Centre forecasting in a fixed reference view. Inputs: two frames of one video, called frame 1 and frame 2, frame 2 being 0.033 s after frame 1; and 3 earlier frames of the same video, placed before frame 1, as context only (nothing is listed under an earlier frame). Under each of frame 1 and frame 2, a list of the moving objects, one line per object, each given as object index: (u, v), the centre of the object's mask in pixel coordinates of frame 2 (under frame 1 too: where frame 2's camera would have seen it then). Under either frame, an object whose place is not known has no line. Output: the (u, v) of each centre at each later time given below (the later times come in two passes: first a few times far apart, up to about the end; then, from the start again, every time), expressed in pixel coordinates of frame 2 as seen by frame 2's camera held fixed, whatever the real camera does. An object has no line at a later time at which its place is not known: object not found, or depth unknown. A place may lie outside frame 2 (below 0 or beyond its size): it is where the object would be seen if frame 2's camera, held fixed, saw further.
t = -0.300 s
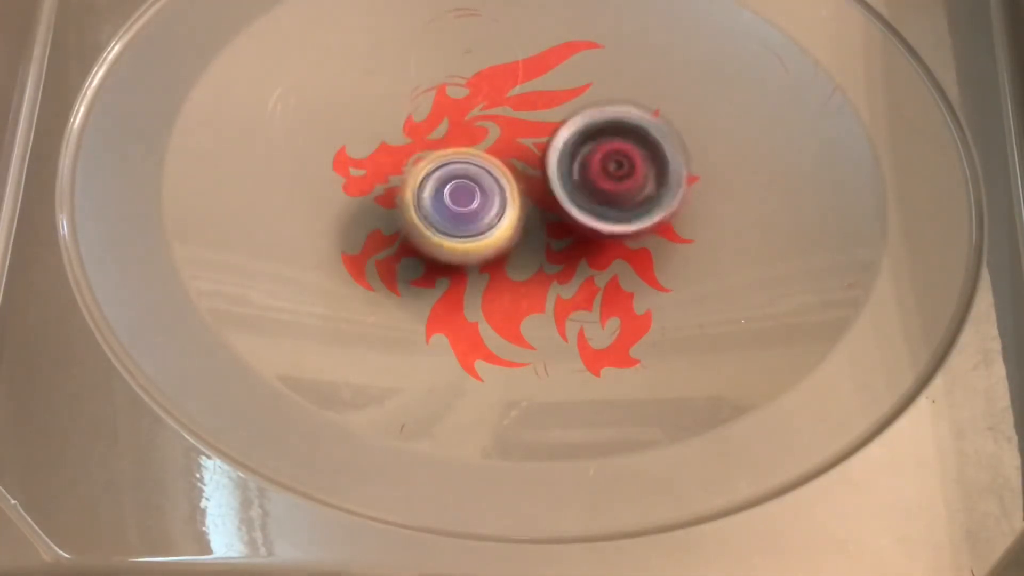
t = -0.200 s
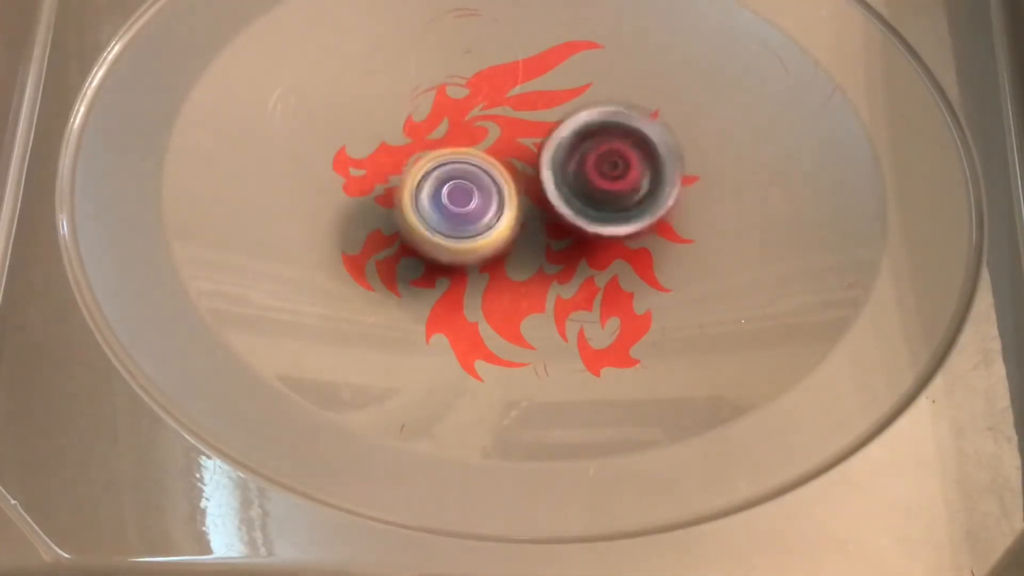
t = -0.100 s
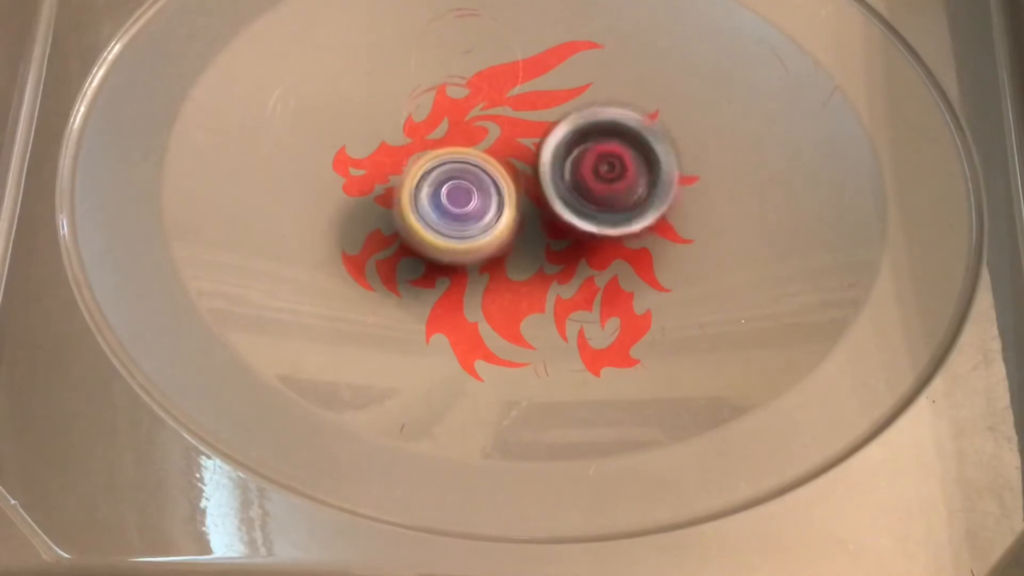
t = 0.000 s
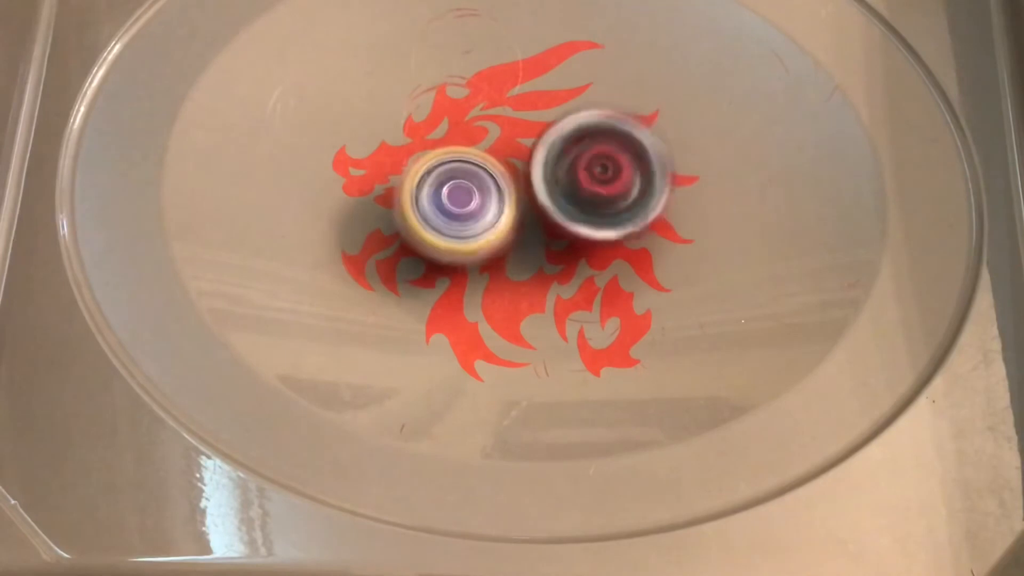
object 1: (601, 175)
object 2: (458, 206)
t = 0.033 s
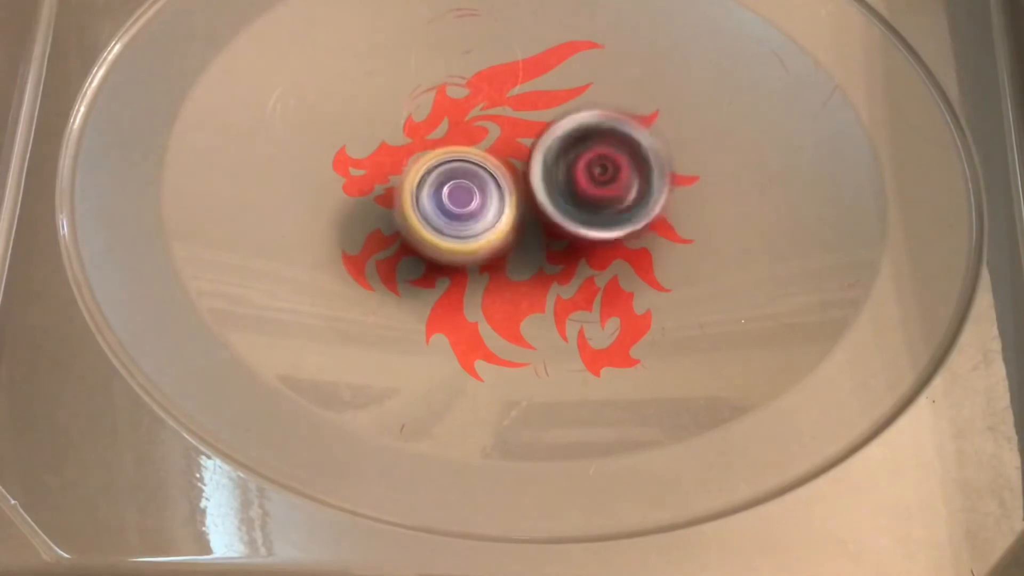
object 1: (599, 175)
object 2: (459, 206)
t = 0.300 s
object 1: (695, 181)
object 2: (374, 208)
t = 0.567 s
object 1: (700, 193)
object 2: (378, 205)
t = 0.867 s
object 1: (610, 199)
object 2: (452, 196)
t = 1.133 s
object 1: (647, 203)
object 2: (437, 185)
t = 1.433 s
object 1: (636, 212)
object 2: (453, 187)
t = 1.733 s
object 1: (656, 208)
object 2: (432, 178)
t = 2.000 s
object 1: (647, 219)
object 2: (407, 166)
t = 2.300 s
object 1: (599, 208)
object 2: (439, 156)
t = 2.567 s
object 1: (610, 233)
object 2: (449, 147)
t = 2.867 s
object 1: (645, 255)
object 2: (457, 153)
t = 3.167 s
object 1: (606, 210)
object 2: (467, 173)
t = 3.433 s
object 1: (614, 177)
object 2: (428, 170)
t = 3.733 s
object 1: (575, 159)
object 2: (423, 160)
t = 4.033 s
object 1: (630, 167)
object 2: (381, 154)
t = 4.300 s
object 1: (666, 163)
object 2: (388, 159)
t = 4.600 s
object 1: (629, 161)
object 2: (442, 192)
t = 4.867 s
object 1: (641, 147)
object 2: (388, 253)
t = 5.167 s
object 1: (646, 150)
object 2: (373, 272)
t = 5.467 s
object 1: (594, 168)
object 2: (458, 241)
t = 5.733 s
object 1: (618, 142)
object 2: (477, 279)
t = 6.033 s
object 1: (603, 136)
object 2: (518, 307)
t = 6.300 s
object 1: (577, 148)
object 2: (544, 293)
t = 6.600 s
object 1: (563, 143)
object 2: (561, 292)
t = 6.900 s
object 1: (541, 143)
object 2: (579, 280)
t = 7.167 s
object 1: (515, 149)
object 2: (596, 276)
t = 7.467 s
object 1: (485, 149)
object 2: (610, 274)
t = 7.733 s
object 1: (476, 153)
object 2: (614, 258)
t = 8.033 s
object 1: (472, 162)
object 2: (631, 238)
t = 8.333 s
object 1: (454, 156)
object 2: (658, 234)
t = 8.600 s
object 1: (461, 162)
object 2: (636, 217)
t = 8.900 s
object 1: (456, 151)
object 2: (649, 180)
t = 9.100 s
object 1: (429, 149)
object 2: (672, 169)
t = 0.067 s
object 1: (599, 176)
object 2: (459, 205)
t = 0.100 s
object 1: (615, 174)
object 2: (439, 206)
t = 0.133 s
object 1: (641, 172)
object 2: (415, 205)
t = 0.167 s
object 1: (657, 171)
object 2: (399, 205)
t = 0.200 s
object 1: (666, 173)
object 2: (391, 204)
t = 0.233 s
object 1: (677, 177)
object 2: (385, 206)
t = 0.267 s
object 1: (686, 179)
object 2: (379, 207)
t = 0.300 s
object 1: (695, 181)
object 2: (374, 208)
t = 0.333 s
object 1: (701, 183)
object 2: (371, 208)
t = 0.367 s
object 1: (704, 184)
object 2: (367, 208)
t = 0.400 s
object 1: (706, 186)
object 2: (366, 208)
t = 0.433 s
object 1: (708, 187)
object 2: (366, 209)
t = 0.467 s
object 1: (707, 190)
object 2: (367, 209)
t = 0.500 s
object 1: (705, 192)
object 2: (370, 208)
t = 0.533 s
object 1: (703, 192)
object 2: (373, 207)
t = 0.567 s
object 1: (700, 193)
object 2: (378, 205)
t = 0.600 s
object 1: (696, 194)
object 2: (382, 204)
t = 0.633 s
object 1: (688, 197)
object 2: (389, 203)
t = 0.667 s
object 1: (677, 198)
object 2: (394, 202)
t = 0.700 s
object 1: (668, 198)
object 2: (402, 202)
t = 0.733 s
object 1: (658, 200)
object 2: (410, 201)
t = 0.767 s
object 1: (646, 203)
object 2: (421, 200)
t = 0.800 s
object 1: (634, 204)
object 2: (430, 198)
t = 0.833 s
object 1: (623, 200)
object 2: (441, 197)
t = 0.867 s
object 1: (610, 199)
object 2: (452, 196)
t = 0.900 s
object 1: (600, 200)
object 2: (459, 196)
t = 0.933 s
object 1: (600, 201)
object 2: (457, 193)
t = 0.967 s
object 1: (617, 200)
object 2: (442, 189)
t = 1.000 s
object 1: (631, 199)
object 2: (437, 186)
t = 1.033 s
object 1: (638, 200)
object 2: (437, 186)
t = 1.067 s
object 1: (641, 203)
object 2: (437, 186)
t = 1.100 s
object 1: (644, 203)
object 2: (437, 186)
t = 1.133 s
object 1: (647, 203)
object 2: (437, 185)
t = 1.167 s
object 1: (650, 205)
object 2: (437, 185)
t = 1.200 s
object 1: (649, 208)
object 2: (437, 184)
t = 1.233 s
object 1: (646, 210)
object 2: (437, 185)
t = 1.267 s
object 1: (645, 210)
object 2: (439, 185)
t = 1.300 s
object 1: (645, 212)
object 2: (441, 185)
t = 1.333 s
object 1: (641, 215)
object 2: (445, 186)
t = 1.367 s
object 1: (638, 214)
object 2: (447, 185)
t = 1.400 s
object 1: (637, 213)
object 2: (449, 185)
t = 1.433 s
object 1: (636, 212)
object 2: (453, 187)
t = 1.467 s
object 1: (634, 211)
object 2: (456, 187)
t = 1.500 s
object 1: (630, 209)
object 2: (459, 188)
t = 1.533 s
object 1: (626, 205)
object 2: (463, 188)
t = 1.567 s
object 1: (625, 205)
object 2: (466, 188)
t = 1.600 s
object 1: (619, 205)
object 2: (468, 189)
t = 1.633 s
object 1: (615, 203)
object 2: (468, 190)
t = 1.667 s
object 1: (635, 204)
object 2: (453, 187)
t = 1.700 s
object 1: (651, 205)
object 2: (437, 181)
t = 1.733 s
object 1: (656, 208)
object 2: (432, 178)
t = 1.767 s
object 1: (657, 210)
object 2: (427, 177)
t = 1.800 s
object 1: (658, 211)
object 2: (423, 175)
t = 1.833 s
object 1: (660, 214)
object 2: (417, 171)
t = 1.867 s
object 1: (657, 216)
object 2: (414, 169)
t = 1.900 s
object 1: (654, 216)
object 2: (413, 170)
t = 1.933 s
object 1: (654, 216)
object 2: (410, 168)
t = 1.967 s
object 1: (651, 219)
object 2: (409, 166)
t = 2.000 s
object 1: (647, 219)
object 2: (407, 166)
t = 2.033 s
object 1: (642, 219)
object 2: (408, 166)
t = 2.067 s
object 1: (639, 219)
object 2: (410, 165)
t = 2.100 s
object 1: (634, 220)
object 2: (413, 163)
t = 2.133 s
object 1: (628, 218)
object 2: (416, 163)
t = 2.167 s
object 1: (624, 215)
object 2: (419, 162)
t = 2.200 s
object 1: (619, 213)
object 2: (424, 161)
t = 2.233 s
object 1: (610, 212)
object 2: (429, 159)
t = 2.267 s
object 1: (603, 209)
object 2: (435, 158)
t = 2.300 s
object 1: (599, 208)
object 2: (439, 156)
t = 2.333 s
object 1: (590, 208)
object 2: (443, 157)
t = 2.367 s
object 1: (580, 208)
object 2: (452, 160)
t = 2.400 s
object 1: (580, 208)
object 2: (454, 158)
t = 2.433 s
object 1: (581, 211)
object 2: (458, 155)
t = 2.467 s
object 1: (582, 213)
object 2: (458, 156)
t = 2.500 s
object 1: (595, 220)
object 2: (450, 149)
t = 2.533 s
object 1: (603, 228)
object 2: (450, 147)
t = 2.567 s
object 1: (610, 233)
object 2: (449, 147)
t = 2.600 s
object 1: (617, 238)
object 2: (450, 147)
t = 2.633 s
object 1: (628, 242)
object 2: (449, 147)
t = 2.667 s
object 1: (632, 247)
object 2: (449, 148)
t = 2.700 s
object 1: (637, 250)
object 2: (450, 148)
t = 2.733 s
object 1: (643, 253)
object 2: (452, 148)
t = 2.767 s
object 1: (645, 257)
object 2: (453, 149)
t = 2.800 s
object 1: (645, 256)
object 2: (453, 150)
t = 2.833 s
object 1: (646, 256)
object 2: (455, 152)
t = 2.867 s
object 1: (645, 255)
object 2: (457, 153)
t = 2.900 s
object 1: (642, 254)
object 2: (458, 154)
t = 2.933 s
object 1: (640, 251)
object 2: (458, 155)
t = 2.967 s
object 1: (638, 250)
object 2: (459, 158)
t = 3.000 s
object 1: (632, 247)
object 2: (461, 159)
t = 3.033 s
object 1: (629, 240)
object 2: (463, 161)
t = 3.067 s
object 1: (623, 237)
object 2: (463, 163)
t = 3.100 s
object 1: (618, 229)
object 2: (466, 168)
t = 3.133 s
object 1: (611, 219)
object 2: (467, 171)
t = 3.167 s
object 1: (606, 210)
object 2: (467, 173)
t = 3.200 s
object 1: (609, 204)
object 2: (458, 172)
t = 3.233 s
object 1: (615, 199)
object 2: (449, 170)
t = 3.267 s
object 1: (616, 198)
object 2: (446, 170)
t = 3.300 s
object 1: (615, 193)
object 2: (442, 170)
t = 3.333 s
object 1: (617, 189)
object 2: (437, 170)
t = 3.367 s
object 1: (617, 187)
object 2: (434, 171)
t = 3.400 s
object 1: (614, 182)
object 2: (430, 171)
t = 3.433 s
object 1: (614, 177)
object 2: (428, 170)
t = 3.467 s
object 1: (611, 176)
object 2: (426, 169)
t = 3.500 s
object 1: (607, 171)
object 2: (424, 168)
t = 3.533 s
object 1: (605, 168)
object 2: (423, 168)
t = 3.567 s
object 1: (600, 166)
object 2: (423, 167)
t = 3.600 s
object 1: (594, 163)
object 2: (422, 164)
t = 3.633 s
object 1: (592, 162)
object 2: (421, 164)
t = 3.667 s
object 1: (585, 162)
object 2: (421, 163)
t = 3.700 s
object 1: (579, 159)
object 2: (422, 162)
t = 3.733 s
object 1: (575, 159)
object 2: (423, 160)
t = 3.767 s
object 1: (566, 161)
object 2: (423, 161)
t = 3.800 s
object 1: (563, 159)
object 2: (425, 161)
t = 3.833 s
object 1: (563, 158)
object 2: (423, 159)
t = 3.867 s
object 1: (563, 160)
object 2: (421, 157)
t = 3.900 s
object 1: (585, 161)
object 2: (403, 154)
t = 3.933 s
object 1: (602, 163)
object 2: (396, 151)
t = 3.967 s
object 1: (610, 164)
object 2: (389, 151)
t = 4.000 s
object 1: (619, 165)
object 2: (384, 152)
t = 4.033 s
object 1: (630, 167)
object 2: (381, 154)
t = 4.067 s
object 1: (637, 165)
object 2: (379, 153)
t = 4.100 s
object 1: (644, 164)
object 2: (376, 154)
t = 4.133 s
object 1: (649, 165)
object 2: (376, 155)
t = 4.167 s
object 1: (657, 164)
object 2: (376, 155)
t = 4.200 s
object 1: (662, 165)
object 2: (377, 155)
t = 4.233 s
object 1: (664, 162)
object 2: (379, 157)
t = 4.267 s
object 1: (669, 164)
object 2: (381, 159)
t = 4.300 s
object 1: (666, 163)
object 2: (388, 159)
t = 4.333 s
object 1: (668, 161)
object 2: (389, 162)
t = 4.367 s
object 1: (666, 162)
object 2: (397, 166)
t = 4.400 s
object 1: (662, 161)
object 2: (403, 168)
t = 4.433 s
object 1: (660, 161)
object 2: (407, 171)
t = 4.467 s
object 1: (653, 162)
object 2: (416, 176)
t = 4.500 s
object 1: (649, 160)
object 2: (423, 178)
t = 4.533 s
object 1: (642, 163)
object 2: (429, 180)
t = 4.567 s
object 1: (634, 161)
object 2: (436, 187)
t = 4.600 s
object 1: (629, 161)
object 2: (442, 192)
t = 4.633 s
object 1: (617, 162)
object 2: (449, 196)
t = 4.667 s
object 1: (607, 161)
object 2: (454, 201)
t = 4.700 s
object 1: (597, 166)
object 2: (460, 208)
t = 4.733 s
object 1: (603, 158)
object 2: (447, 215)
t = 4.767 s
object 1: (620, 154)
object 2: (422, 227)
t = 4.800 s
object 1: (629, 150)
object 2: (405, 236)
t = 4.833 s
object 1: (637, 148)
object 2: (396, 245)
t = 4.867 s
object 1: (641, 147)
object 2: (388, 253)
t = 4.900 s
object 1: (644, 144)
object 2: (384, 260)
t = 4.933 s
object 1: (648, 145)
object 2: (380, 264)
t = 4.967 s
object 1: (649, 144)
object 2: (374, 269)
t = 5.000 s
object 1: (653, 144)
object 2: (372, 272)
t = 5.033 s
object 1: (651, 145)
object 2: (372, 273)
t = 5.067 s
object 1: (651, 145)
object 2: (368, 274)
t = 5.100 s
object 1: (652, 148)
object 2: (370, 274)
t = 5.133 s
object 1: (647, 147)
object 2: (371, 273)
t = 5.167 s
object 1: (646, 150)
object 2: (373, 272)
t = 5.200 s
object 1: (640, 152)
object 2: (379, 270)
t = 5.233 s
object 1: (637, 150)
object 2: (382, 266)
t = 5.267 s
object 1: (631, 152)
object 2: (391, 264)
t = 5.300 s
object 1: (625, 152)
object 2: (402, 261)
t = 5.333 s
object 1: (619, 155)
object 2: (409, 257)
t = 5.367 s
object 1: (612, 157)
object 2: (421, 254)
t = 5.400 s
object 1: (609, 160)
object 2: (435, 250)
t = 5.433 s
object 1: (601, 165)
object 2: (444, 245)
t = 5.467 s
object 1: (594, 168)
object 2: (458, 241)
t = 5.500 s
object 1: (595, 170)
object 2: (466, 242)
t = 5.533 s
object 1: (605, 158)
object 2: (460, 252)
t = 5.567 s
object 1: (611, 151)
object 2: (458, 256)
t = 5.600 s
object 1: (612, 147)
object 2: (462, 259)
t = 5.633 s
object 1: (616, 149)
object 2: (467, 265)
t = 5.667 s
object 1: (617, 143)
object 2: (472, 270)
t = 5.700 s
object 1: (618, 144)
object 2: (472, 274)
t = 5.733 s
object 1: (618, 142)
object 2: (477, 279)
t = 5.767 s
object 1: (620, 140)
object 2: (481, 285)
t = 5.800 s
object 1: (616, 138)
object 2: (484, 289)
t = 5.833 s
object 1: (618, 137)
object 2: (492, 296)
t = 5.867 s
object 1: (614, 136)
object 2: (496, 299)
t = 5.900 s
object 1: (614, 135)
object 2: (499, 303)
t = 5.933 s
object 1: (609, 135)
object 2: (504, 304)
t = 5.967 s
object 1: (609, 134)
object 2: (508, 305)
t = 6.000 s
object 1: (603, 136)
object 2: (514, 307)
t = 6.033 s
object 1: (603, 136)
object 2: (518, 307)
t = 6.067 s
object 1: (597, 138)
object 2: (520, 305)
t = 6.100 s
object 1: (595, 138)
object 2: (527, 304)
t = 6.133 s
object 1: (590, 143)
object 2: (532, 302)
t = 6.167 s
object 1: (590, 143)
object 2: (534, 300)
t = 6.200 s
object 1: (585, 149)
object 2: (541, 295)
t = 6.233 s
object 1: (583, 151)
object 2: (545, 289)
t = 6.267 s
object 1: (580, 156)
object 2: (545, 290)
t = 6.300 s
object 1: (577, 148)
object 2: (544, 293)
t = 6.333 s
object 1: (575, 149)
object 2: (543, 291)
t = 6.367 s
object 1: (575, 149)
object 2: (549, 290)
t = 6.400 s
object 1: (577, 149)
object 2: (551, 290)
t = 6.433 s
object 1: (573, 147)
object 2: (550, 289)
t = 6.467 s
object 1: (572, 150)
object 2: (556, 287)
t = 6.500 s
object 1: (571, 150)
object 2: (556, 287)
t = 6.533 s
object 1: (571, 145)
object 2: (557, 290)
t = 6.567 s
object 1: (566, 141)
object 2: (558, 292)
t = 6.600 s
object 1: (563, 143)
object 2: (561, 292)
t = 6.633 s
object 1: (565, 139)
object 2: (564, 291)
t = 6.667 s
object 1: (560, 139)
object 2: (567, 290)
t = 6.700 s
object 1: (559, 138)
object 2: (570, 289)
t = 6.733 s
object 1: (554, 138)
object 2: (573, 287)
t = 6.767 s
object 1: (553, 136)
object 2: (574, 286)
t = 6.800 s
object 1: (547, 139)
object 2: (576, 284)
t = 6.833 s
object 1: (547, 140)
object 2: (578, 282)
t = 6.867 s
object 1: (542, 141)
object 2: (578, 280)
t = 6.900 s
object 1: (541, 143)
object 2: (579, 280)
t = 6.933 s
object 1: (537, 144)
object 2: (579, 280)
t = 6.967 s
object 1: (529, 140)
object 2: (581, 283)
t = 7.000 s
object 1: (524, 147)
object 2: (584, 281)
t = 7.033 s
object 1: (526, 146)
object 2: (587, 281)
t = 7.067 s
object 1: (520, 144)
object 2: (591, 281)
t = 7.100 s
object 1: (518, 147)
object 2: (591, 280)
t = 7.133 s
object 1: (515, 149)
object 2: (595, 277)
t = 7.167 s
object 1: (515, 149)
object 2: (596, 276)
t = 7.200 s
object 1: (510, 152)
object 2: (597, 275)
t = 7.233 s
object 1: (512, 155)
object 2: (597, 271)
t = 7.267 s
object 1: (509, 156)
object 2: (599, 271)
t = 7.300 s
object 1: (509, 159)
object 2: (600, 271)
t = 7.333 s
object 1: (504, 156)
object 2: (599, 273)
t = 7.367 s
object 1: (498, 153)
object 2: (603, 278)
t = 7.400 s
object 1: (492, 153)
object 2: (603, 276)
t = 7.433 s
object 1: (493, 152)
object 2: (608, 275)
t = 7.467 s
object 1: (485, 149)
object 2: (610, 274)
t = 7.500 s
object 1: (486, 150)
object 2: (611, 275)
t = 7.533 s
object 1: (482, 149)
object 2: (613, 271)
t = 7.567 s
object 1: (481, 150)
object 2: (613, 270)
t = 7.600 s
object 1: (478, 150)
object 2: (615, 268)
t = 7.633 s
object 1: (480, 152)
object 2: (613, 264)
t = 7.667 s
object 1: (476, 150)
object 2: (615, 262)
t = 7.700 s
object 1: (477, 155)
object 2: (614, 258)
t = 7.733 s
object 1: (476, 153)
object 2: (614, 258)
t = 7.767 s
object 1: (477, 157)
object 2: (613, 253)
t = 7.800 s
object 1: (477, 157)
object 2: (612, 251)
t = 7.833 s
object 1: (479, 161)
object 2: (612, 247)
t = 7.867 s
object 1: (480, 161)
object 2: (611, 244)
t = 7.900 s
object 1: (482, 164)
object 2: (612, 240)
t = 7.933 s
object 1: (485, 163)
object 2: (611, 234)
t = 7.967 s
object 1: (487, 166)
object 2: (614, 233)
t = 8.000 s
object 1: (479, 163)
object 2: (621, 234)
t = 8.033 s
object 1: (472, 162)
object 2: (631, 238)
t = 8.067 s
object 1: (472, 160)
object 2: (634, 236)
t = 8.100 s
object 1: (466, 157)
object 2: (640, 235)
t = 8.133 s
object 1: (466, 156)
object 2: (646, 233)
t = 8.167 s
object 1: (460, 154)
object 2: (649, 235)
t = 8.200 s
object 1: (461, 155)
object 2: (653, 234)
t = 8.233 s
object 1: (457, 153)
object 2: (654, 234)
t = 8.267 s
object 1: (456, 156)
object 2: (658, 234)
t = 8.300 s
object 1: (455, 155)
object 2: (657, 235)
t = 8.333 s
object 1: (454, 156)
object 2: (658, 234)
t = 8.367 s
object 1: (454, 155)
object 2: (655, 233)
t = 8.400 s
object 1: (454, 159)
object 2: (656, 233)
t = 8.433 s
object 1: (455, 158)
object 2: (651, 230)
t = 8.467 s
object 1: (454, 161)
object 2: (651, 229)
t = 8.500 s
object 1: (458, 160)
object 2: (646, 225)
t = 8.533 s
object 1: (457, 162)
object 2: (643, 222)
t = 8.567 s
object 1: (462, 162)
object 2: (638, 219)
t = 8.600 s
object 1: (461, 162)
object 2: (636, 217)
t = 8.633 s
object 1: (467, 163)
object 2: (630, 211)
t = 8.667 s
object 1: (468, 162)
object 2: (628, 208)
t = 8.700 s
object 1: (473, 163)
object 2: (626, 201)
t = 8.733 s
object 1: (475, 161)
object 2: (624, 197)
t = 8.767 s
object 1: (481, 161)
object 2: (622, 190)
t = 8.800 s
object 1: (475, 158)
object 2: (627, 188)
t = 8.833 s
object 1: (468, 155)
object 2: (638, 184)
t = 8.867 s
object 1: (458, 151)
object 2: (642, 183)
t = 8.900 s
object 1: (456, 151)
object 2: (649, 180)
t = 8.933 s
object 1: (452, 149)
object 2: (652, 177)
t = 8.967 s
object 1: (450, 148)
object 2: (659, 173)
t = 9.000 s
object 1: (443, 145)
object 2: (662, 172)
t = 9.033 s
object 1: (439, 149)
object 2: (667, 170)
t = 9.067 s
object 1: (435, 147)
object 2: (668, 170)
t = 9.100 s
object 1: (429, 149)
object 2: (672, 169)
